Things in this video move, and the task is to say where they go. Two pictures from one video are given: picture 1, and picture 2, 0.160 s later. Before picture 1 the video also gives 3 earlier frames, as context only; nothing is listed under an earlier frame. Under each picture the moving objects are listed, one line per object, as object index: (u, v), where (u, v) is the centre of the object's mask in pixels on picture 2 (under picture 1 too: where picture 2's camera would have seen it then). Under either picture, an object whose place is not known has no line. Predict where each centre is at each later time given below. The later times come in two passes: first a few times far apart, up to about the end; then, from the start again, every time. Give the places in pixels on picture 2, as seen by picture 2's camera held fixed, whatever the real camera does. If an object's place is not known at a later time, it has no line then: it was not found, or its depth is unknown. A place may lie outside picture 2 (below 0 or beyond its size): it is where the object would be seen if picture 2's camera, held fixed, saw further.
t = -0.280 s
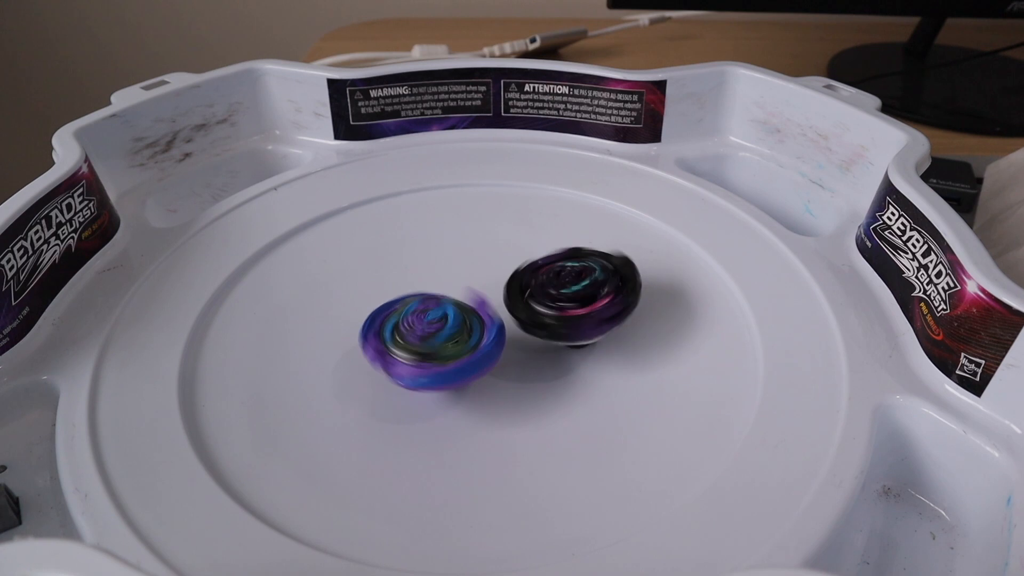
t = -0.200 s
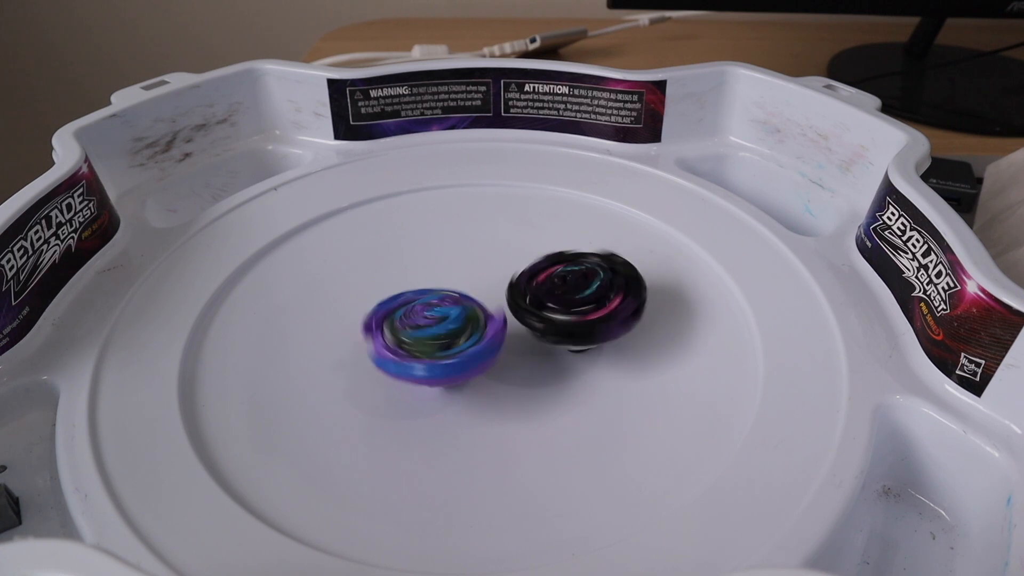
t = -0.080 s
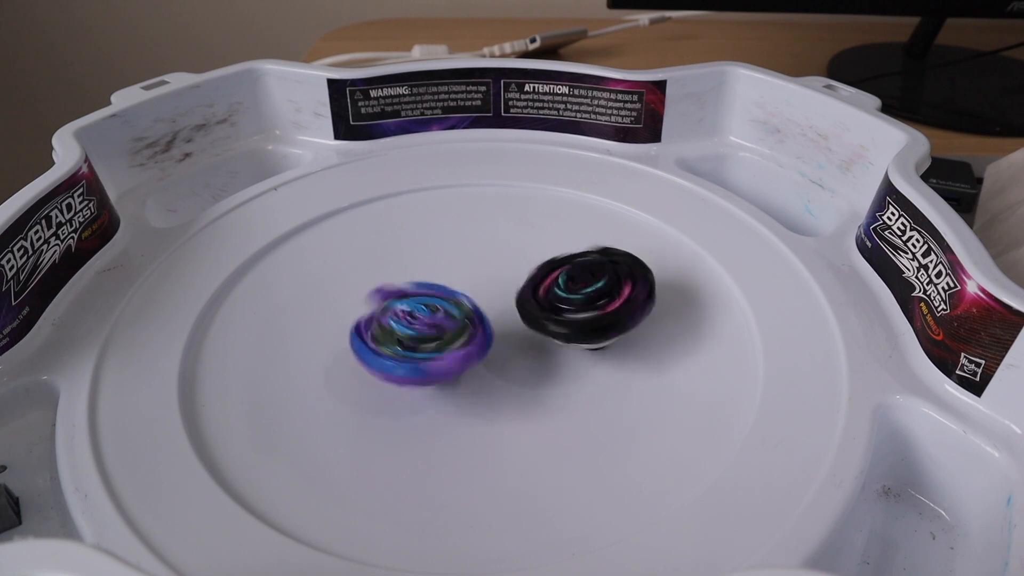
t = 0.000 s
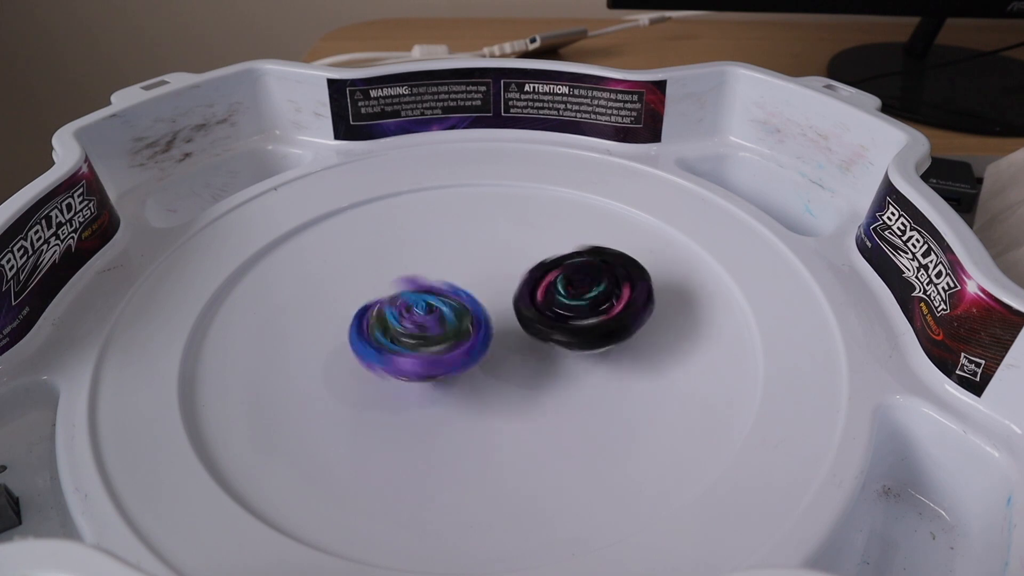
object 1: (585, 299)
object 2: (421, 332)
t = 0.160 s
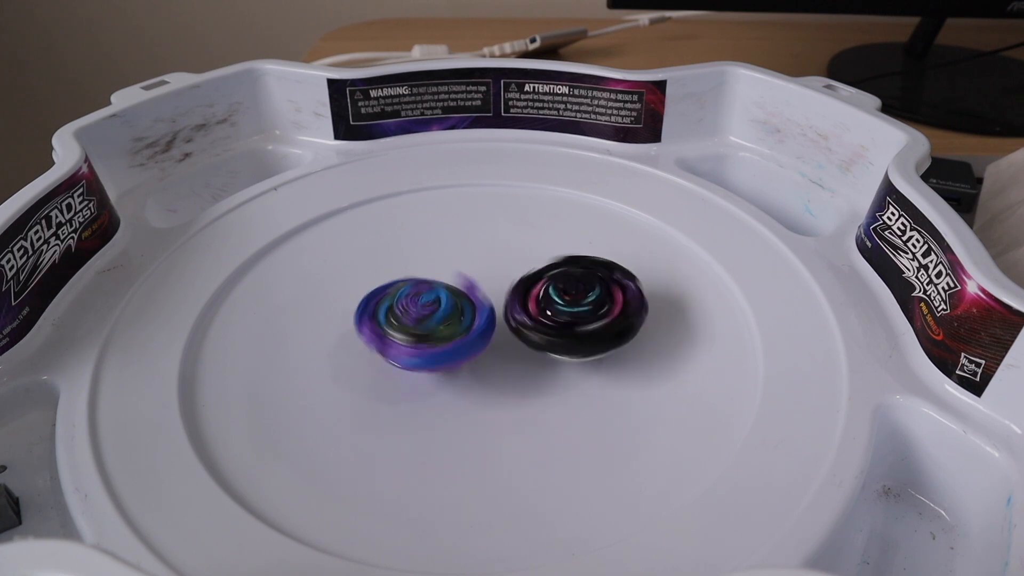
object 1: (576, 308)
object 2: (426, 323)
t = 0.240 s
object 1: (574, 312)
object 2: (429, 317)
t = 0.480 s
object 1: (571, 327)
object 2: (435, 298)
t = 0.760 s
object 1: (563, 348)
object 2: (451, 292)
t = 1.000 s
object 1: (569, 367)
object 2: (452, 295)
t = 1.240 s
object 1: (544, 367)
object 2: (451, 298)
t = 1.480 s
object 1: (508, 370)
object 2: (444, 289)
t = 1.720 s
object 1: (486, 377)
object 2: (458, 280)
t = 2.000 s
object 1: (457, 379)
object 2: (500, 277)
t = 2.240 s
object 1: (430, 370)
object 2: (517, 293)
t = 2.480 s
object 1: (367, 371)
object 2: (536, 303)
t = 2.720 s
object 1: (375, 342)
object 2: (530, 309)
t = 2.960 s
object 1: (403, 308)
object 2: (541, 302)
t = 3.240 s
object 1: (410, 283)
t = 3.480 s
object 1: (422, 273)
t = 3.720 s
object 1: (449, 283)
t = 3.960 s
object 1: (450, 293)
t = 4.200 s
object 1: (467, 283)
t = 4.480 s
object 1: (501, 297)
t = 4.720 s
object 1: (519, 297)
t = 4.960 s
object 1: (499, 293)
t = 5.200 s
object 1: (499, 289)
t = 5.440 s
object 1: (496, 292)
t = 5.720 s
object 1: (505, 300)
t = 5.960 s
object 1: (509, 295)
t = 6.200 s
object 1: (507, 292)
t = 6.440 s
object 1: (504, 294)
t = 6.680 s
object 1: (505, 295)
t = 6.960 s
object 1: (505, 295)
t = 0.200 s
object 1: (578, 309)
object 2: (427, 320)
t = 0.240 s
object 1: (574, 312)
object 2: (429, 317)
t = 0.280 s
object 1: (574, 314)
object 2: (431, 314)
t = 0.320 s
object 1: (576, 318)
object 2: (429, 309)
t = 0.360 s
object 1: (577, 320)
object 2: (429, 306)
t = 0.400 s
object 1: (576, 322)
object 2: (430, 303)
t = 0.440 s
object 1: (574, 324)
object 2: (432, 300)
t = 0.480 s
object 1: (571, 327)
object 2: (435, 298)
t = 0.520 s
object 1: (568, 329)
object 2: (438, 296)
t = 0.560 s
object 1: (568, 332)
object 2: (441, 294)
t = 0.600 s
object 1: (570, 336)
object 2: (443, 292)
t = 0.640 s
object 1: (569, 340)
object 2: (442, 291)
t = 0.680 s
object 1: (567, 342)
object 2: (446, 291)
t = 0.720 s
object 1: (565, 345)
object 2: (447, 291)
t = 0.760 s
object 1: (563, 348)
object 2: (451, 292)
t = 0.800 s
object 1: (565, 351)
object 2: (453, 293)
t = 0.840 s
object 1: (565, 354)
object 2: (455, 293)
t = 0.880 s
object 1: (569, 360)
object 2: (455, 293)
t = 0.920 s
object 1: (572, 365)
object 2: (452, 293)
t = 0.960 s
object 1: (572, 366)
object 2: (452, 293)
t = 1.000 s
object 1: (569, 367)
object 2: (452, 295)
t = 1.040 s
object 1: (565, 365)
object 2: (452, 297)
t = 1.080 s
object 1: (560, 366)
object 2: (455, 300)
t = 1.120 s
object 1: (557, 367)
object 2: (456, 302)
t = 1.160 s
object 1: (560, 368)
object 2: (455, 299)
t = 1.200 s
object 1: (554, 367)
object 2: (452, 299)
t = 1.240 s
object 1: (544, 367)
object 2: (451, 298)
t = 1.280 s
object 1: (535, 367)
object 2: (448, 297)
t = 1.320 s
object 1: (534, 368)
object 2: (447, 295)
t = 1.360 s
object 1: (530, 368)
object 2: (445, 294)
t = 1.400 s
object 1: (524, 369)
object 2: (445, 291)
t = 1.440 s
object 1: (517, 371)
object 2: (442, 290)
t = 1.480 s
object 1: (508, 370)
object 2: (444, 289)
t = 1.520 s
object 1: (505, 370)
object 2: (442, 286)
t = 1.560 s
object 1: (502, 376)
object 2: (445, 284)
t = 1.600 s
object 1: (501, 379)
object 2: (446, 284)
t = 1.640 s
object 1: (499, 380)
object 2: (448, 283)
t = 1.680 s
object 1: (490, 379)
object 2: (452, 281)
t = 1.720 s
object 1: (486, 377)
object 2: (458, 280)
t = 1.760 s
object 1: (482, 377)
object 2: (463, 279)
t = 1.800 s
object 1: (480, 375)
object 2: (470, 279)
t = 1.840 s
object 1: (475, 373)
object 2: (477, 280)
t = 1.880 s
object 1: (469, 376)
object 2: (487, 278)
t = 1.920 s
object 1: (465, 376)
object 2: (496, 277)
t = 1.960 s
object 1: (461, 377)
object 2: (500, 277)
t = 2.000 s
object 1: (457, 379)
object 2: (500, 277)
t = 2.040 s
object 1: (452, 377)
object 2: (500, 276)
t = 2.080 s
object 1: (450, 374)
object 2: (503, 278)
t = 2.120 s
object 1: (446, 372)
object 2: (506, 281)
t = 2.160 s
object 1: (439, 373)
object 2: (510, 286)
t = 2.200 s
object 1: (431, 372)
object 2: (512, 290)
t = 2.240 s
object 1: (430, 370)
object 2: (517, 293)
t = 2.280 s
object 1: (425, 371)
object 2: (520, 297)
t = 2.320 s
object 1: (405, 376)
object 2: (525, 298)
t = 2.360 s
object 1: (387, 376)
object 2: (527, 300)
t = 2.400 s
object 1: (380, 375)
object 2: (529, 301)
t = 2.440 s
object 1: (371, 374)
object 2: (532, 301)
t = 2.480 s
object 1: (367, 371)
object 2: (536, 303)
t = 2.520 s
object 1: (370, 369)
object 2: (533, 307)
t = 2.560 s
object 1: (370, 365)
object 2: (527, 308)
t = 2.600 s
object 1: (367, 362)
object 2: (524, 310)
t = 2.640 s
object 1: (376, 354)
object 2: (522, 312)
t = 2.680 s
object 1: (385, 348)
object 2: (519, 312)
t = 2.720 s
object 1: (375, 342)
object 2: (530, 309)
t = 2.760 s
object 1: (377, 335)
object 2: (535, 305)
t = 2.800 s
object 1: (375, 331)
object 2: (540, 305)
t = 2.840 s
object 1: (377, 323)
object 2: (540, 304)
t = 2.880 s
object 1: (386, 320)
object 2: (541, 300)
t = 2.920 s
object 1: (392, 315)
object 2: (542, 301)
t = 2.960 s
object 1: (403, 308)
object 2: (541, 302)
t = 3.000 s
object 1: (409, 302)
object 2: (548, 302)
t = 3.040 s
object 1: (409, 297)
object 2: (551, 305)
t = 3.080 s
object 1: (411, 294)
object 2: (547, 308)
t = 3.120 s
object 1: (406, 291)
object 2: (545, 309)
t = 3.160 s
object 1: (412, 288)
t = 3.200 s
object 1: (416, 287)
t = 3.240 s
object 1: (410, 283)
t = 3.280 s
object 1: (409, 281)
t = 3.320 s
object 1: (410, 276)
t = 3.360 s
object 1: (413, 275)
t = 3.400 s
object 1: (414, 273)
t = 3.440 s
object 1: (421, 274)
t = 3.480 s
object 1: (422, 273)
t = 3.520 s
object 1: (419, 270)
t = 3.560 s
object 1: (422, 269)
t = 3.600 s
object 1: (432, 270)
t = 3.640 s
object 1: (437, 274)
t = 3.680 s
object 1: (439, 278)
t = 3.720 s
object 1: (449, 283)
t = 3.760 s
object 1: (454, 290)
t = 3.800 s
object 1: (463, 298)
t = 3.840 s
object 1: (458, 298)
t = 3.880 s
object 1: (454, 298)
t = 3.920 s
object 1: (450, 296)
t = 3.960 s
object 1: (450, 293)
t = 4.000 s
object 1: (453, 288)
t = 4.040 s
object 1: (449, 285)
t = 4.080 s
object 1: (451, 282)
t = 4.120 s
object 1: (457, 281)
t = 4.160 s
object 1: (460, 282)
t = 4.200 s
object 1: (467, 283)
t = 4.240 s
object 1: (473, 284)
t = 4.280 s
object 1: (474, 288)
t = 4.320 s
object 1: (480, 291)
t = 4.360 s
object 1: (485, 292)
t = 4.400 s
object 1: (489, 294)
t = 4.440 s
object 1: (497, 297)
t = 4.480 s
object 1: (501, 297)
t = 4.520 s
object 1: (502, 298)
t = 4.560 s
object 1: (506, 295)
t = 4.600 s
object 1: (511, 291)
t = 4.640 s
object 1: (514, 291)
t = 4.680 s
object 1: (516, 294)
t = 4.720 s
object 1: (519, 297)
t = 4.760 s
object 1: (516, 298)
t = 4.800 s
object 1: (510, 297)
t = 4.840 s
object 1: (506, 297)
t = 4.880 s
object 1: (506, 296)
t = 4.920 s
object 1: (503, 295)
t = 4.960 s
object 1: (499, 293)
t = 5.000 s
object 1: (498, 290)
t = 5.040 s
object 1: (500, 287)
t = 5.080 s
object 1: (504, 285)
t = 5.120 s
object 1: (503, 286)
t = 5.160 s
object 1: (500, 288)
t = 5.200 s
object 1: (499, 289)
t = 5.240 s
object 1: (499, 290)
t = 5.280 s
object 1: (495, 290)
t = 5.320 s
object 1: (491, 290)
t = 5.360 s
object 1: (489, 290)
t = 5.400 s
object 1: (491, 291)
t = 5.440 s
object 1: (496, 292)
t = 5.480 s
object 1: (498, 295)
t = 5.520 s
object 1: (498, 296)
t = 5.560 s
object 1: (498, 297)
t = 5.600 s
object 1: (499, 297)
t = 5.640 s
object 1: (502, 298)
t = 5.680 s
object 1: (504, 300)
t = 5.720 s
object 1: (505, 300)
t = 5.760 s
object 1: (504, 299)
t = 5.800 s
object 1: (503, 298)
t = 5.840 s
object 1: (504, 297)
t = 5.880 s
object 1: (505, 295)
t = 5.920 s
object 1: (507, 295)
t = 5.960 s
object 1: (509, 295)
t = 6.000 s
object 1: (508, 295)
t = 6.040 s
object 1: (508, 293)
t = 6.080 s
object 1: (509, 292)
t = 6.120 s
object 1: (508, 293)
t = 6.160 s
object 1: (508, 292)
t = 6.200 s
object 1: (507, 292)
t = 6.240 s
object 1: (505, 292)
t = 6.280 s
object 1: (504, 292)
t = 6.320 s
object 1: (504, 292)
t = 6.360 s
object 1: (506, 293)
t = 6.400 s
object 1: (506, 294)
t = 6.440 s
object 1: (504, 294)
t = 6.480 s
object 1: (504, 295)
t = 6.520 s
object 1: (504, 295)
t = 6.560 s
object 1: (504, 295)
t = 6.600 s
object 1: (505, 295)
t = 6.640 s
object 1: (504, 295)
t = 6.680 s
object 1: (505, 295)
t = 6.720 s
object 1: (505, 295)
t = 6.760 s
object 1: (505, 295)
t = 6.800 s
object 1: (505, 295)
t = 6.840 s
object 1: (505, 295)
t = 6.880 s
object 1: (505, 295)
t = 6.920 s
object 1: (505, 296)
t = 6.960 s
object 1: (505, 295)
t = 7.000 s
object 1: (505, 295)
